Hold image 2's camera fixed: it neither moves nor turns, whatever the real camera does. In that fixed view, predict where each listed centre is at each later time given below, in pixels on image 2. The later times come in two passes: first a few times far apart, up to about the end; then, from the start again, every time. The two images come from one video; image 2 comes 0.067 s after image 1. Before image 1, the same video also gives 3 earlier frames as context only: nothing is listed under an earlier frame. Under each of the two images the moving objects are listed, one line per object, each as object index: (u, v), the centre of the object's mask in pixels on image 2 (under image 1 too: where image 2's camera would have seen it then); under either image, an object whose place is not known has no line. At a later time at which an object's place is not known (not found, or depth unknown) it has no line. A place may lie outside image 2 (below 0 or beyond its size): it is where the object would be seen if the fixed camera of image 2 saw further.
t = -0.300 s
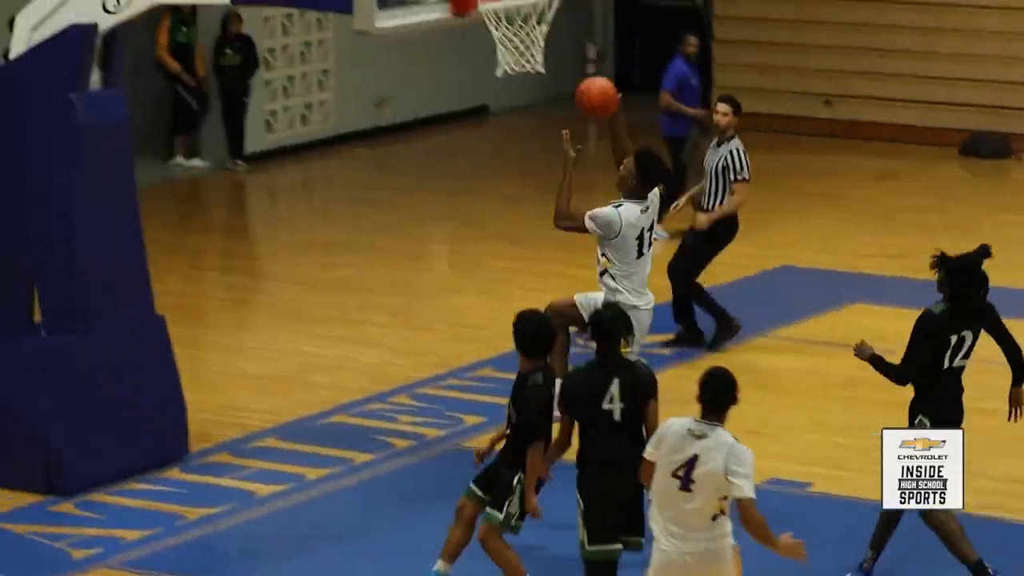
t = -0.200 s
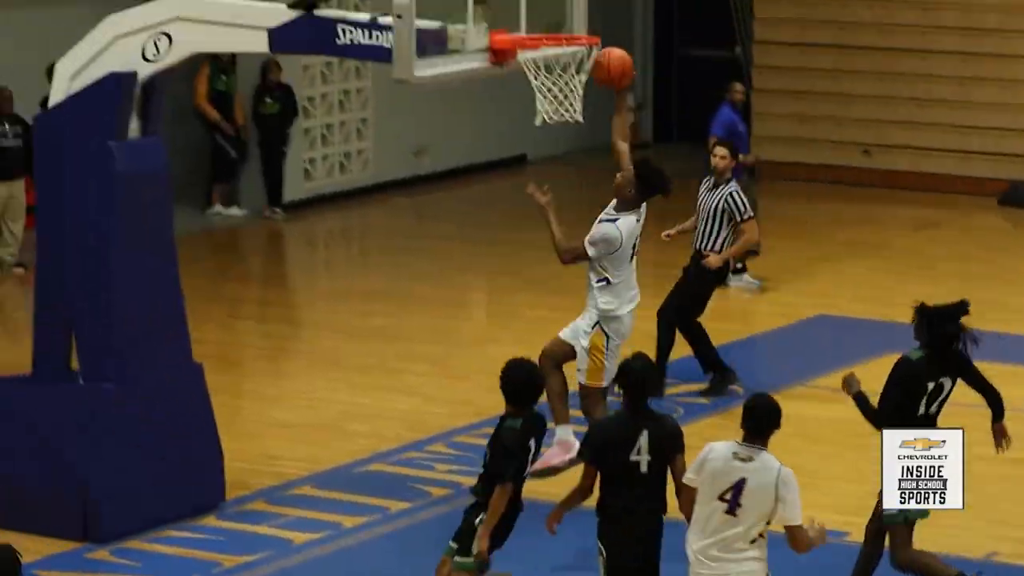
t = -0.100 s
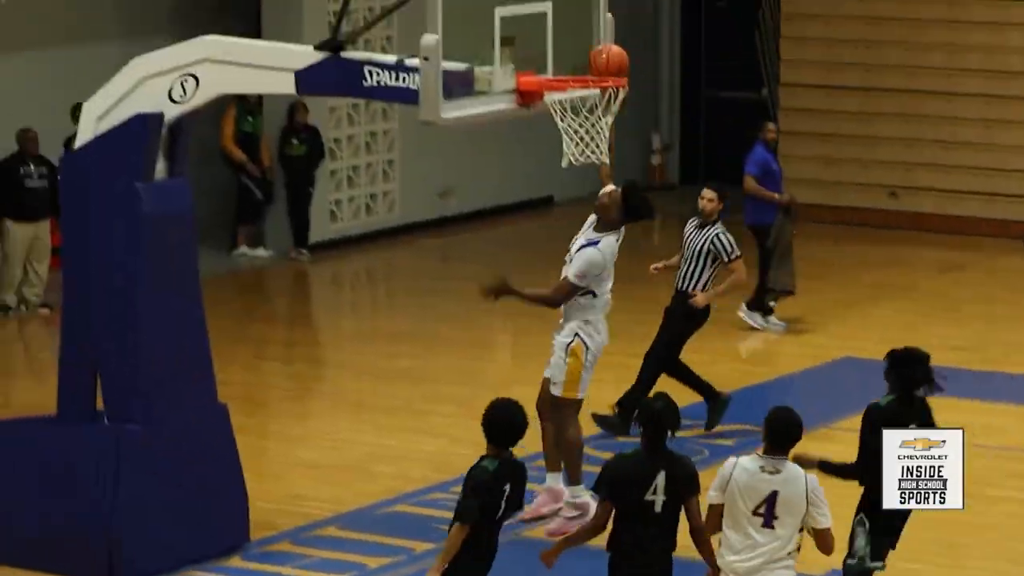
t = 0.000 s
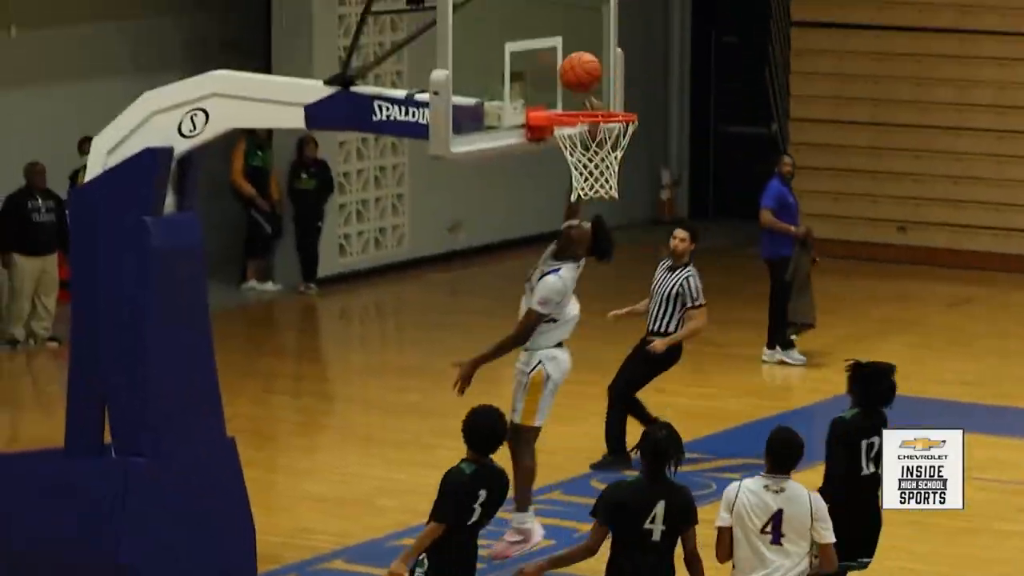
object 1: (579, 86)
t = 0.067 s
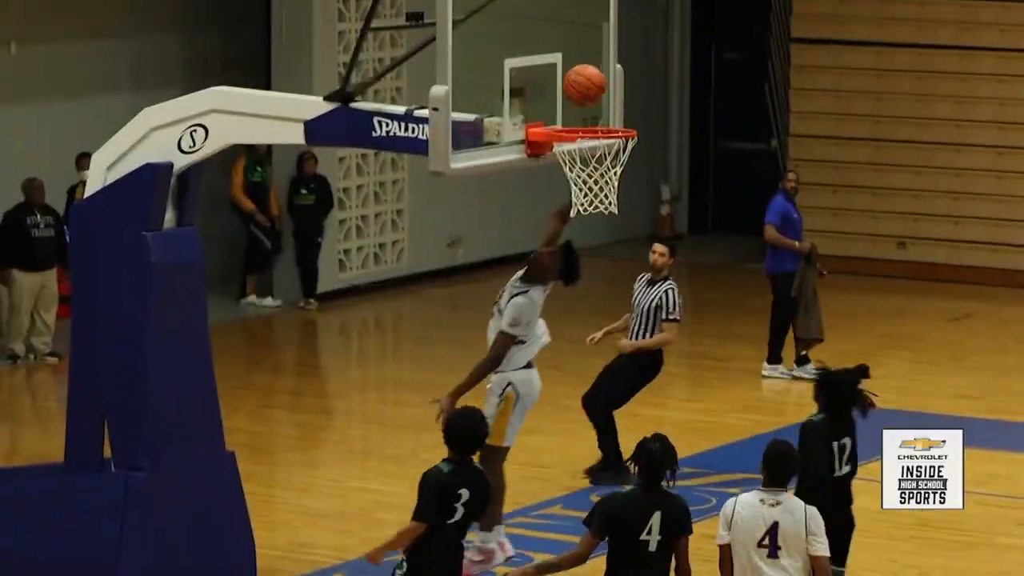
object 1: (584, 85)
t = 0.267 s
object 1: (598, 120)
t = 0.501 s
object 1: (608, 198)
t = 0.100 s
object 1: (586, 86)
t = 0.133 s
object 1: (588, 89)
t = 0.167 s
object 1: (591, 95)
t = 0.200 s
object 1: (593, 103)
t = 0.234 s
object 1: (595, 112)
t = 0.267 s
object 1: (598, 120)
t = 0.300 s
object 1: (599, 137)
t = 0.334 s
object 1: (603, 152)
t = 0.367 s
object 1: (605, 164)
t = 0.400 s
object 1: (606, 171)
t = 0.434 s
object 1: (605, 174)
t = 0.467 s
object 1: (607, 166)
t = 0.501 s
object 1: (608, 198)
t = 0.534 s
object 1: (607, 203)
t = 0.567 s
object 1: (604, 205)
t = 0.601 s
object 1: (603, 219)
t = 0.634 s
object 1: (602, 228)
